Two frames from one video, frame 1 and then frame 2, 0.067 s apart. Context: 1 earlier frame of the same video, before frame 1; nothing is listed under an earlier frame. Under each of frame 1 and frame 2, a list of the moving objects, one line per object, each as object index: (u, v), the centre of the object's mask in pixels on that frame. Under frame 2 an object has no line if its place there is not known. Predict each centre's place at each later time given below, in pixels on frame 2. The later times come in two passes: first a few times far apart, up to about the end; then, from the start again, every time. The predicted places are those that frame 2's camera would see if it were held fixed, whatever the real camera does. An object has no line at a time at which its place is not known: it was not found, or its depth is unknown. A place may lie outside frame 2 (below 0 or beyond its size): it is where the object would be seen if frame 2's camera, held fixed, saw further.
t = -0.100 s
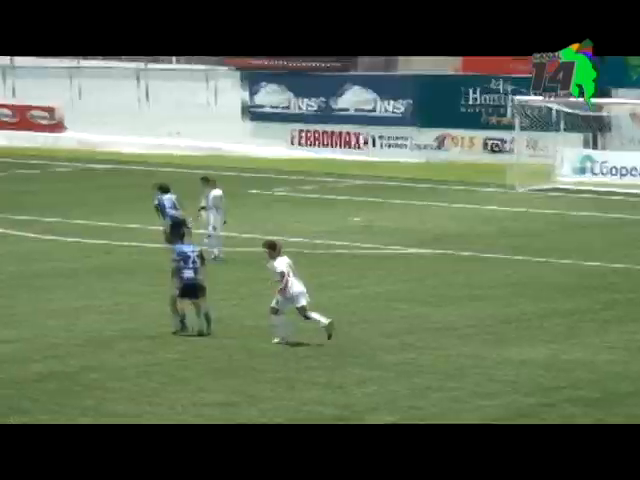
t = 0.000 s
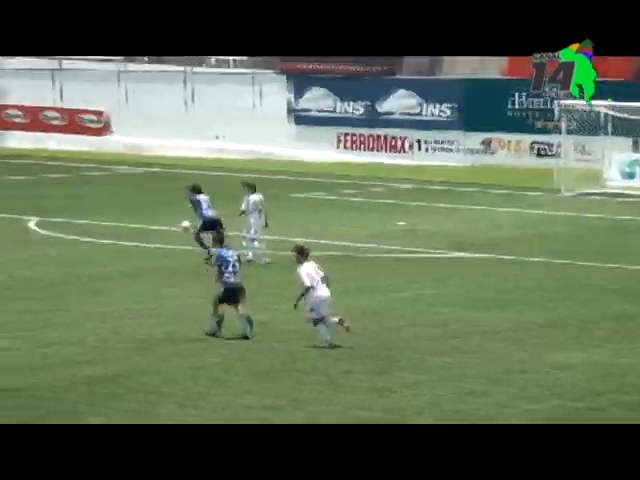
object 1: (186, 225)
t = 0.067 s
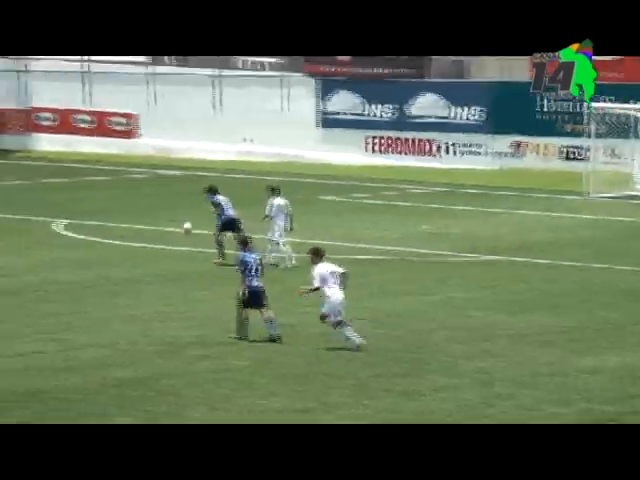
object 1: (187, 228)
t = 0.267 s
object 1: (112, 223)
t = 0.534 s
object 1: (22, 218)
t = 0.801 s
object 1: (-61, 212)
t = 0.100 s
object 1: (174, 227)
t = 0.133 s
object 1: (161, 225)
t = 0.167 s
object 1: (149, 224)
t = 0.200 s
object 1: (137, 224)
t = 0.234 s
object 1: (124, 224)
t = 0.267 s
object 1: (112, 223)
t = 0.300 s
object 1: (100, 222)
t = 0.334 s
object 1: (88, 222)
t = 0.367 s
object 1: (77, 221)
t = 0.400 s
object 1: (66, 221)
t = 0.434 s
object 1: (54, 220)
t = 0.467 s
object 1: (44, 219)
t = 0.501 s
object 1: (33, 218)
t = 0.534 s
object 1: (22, 218)
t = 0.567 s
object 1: (12, 219)
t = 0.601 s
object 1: (1, 216)
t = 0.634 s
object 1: (-10, 215)
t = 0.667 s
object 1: (-20, 215)
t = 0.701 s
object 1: (-31, 214)
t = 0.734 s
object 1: (-41, 214)
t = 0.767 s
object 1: (-52, 214)
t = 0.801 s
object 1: (-61, 212)
